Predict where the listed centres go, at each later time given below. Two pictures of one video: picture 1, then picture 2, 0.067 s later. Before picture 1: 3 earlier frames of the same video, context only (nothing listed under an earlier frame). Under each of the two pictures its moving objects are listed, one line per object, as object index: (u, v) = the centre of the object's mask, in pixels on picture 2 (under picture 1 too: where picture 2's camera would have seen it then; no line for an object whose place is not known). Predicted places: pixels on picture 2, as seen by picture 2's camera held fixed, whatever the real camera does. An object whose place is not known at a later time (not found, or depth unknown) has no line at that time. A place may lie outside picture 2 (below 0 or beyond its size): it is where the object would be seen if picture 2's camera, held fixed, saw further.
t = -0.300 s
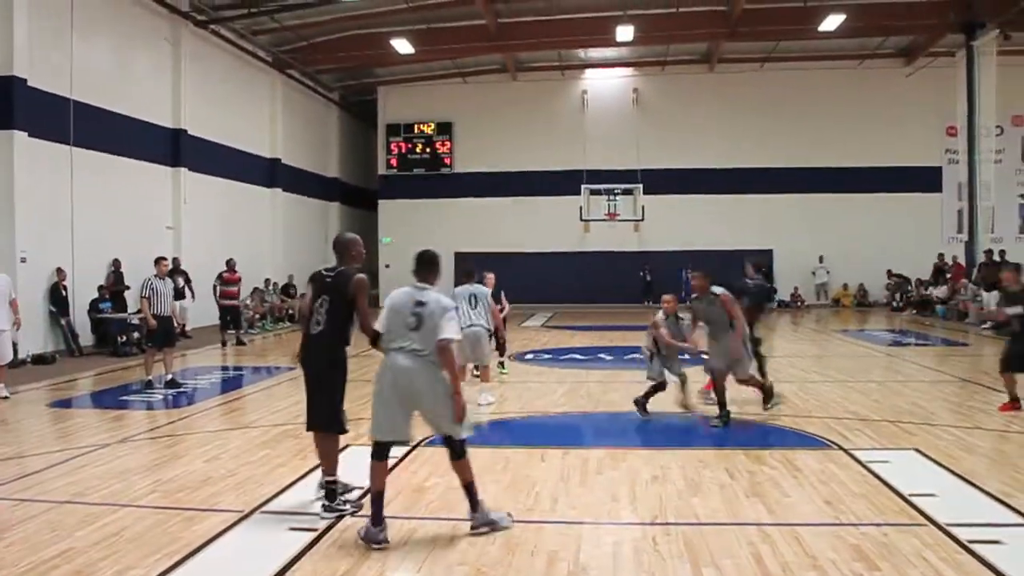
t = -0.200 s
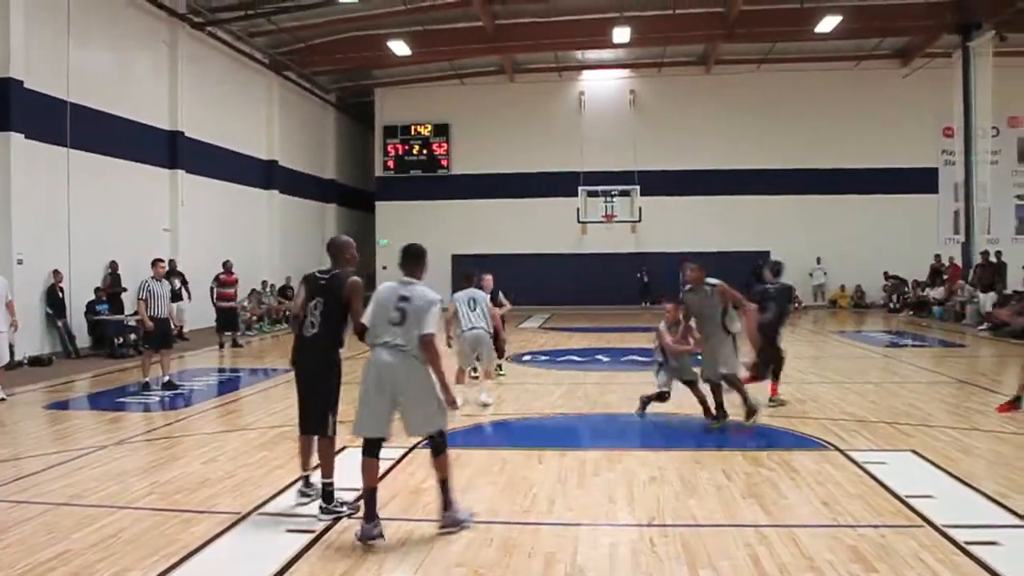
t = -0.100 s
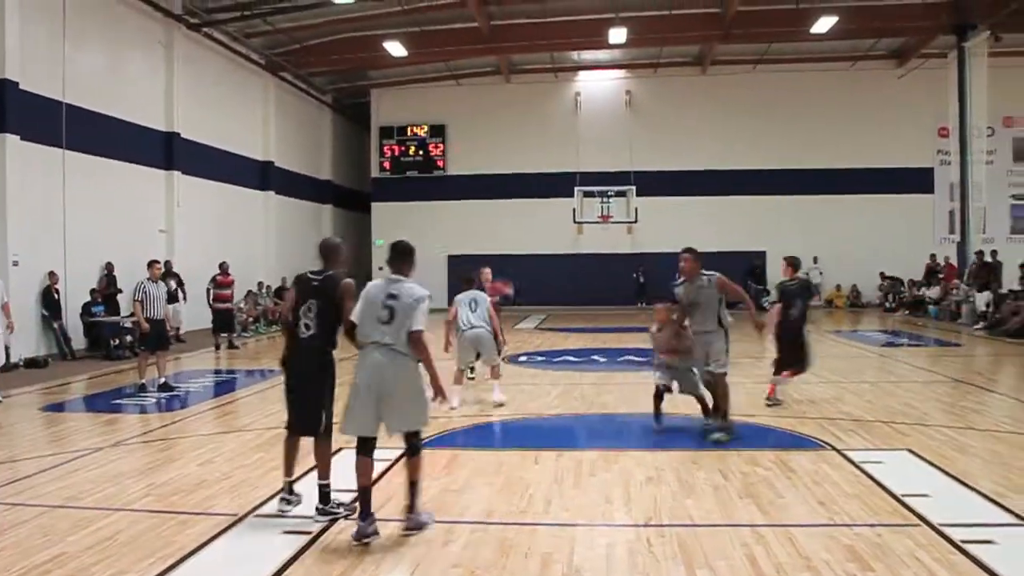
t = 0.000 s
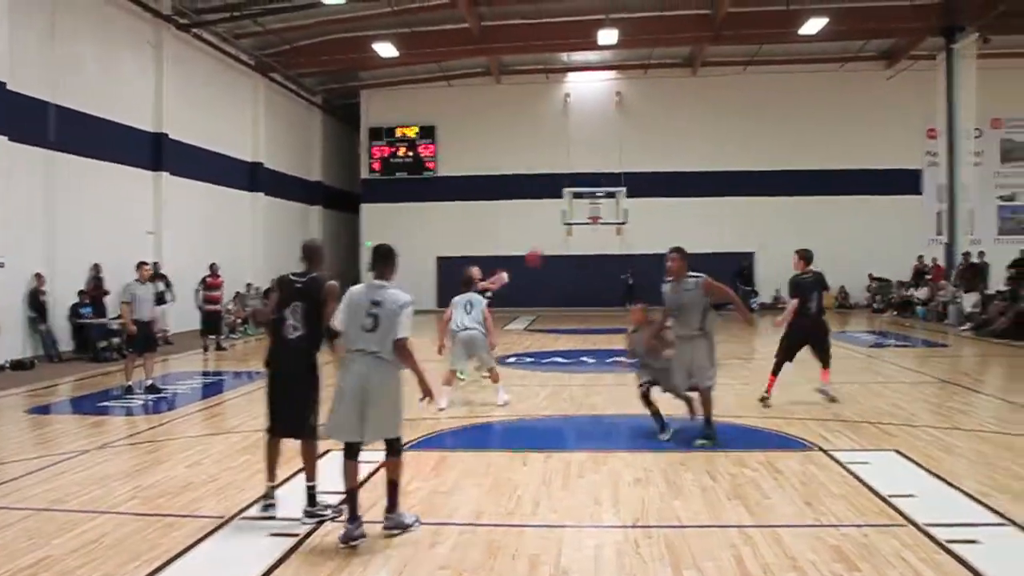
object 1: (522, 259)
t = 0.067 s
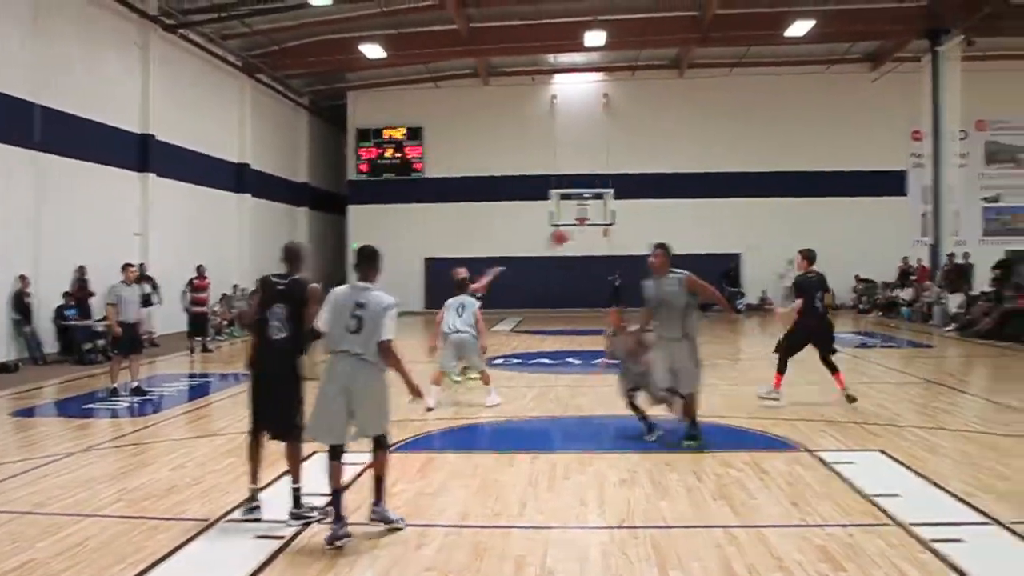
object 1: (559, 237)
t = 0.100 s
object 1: (579, 225)
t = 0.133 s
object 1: (597, 218)
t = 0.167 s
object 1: (615, 207)
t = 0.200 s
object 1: (635, 199)
